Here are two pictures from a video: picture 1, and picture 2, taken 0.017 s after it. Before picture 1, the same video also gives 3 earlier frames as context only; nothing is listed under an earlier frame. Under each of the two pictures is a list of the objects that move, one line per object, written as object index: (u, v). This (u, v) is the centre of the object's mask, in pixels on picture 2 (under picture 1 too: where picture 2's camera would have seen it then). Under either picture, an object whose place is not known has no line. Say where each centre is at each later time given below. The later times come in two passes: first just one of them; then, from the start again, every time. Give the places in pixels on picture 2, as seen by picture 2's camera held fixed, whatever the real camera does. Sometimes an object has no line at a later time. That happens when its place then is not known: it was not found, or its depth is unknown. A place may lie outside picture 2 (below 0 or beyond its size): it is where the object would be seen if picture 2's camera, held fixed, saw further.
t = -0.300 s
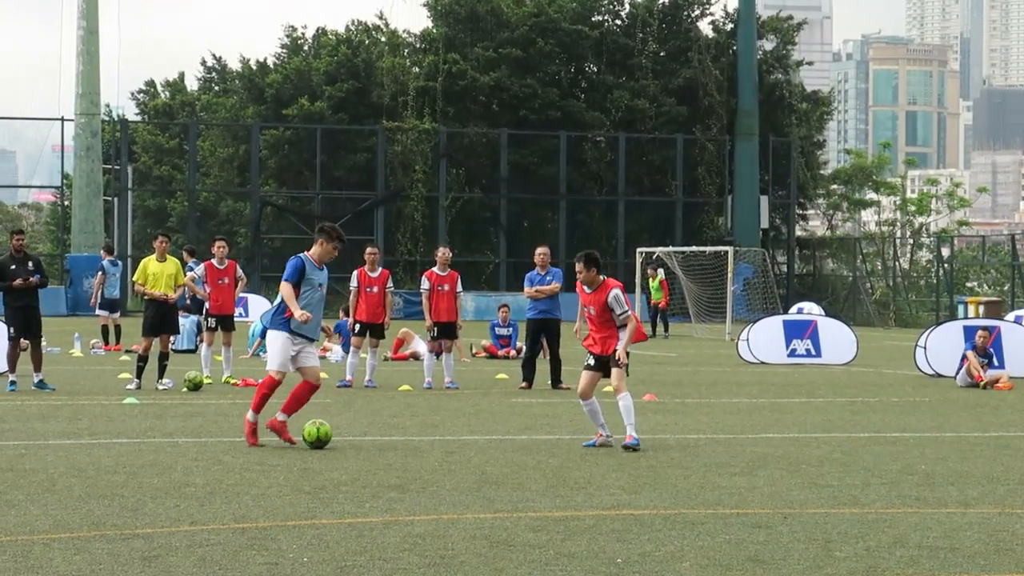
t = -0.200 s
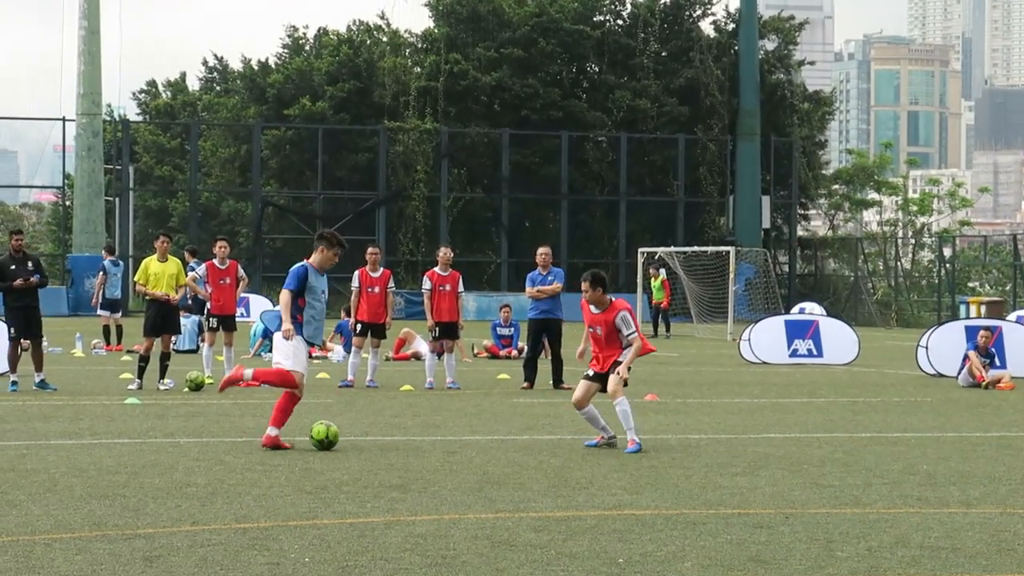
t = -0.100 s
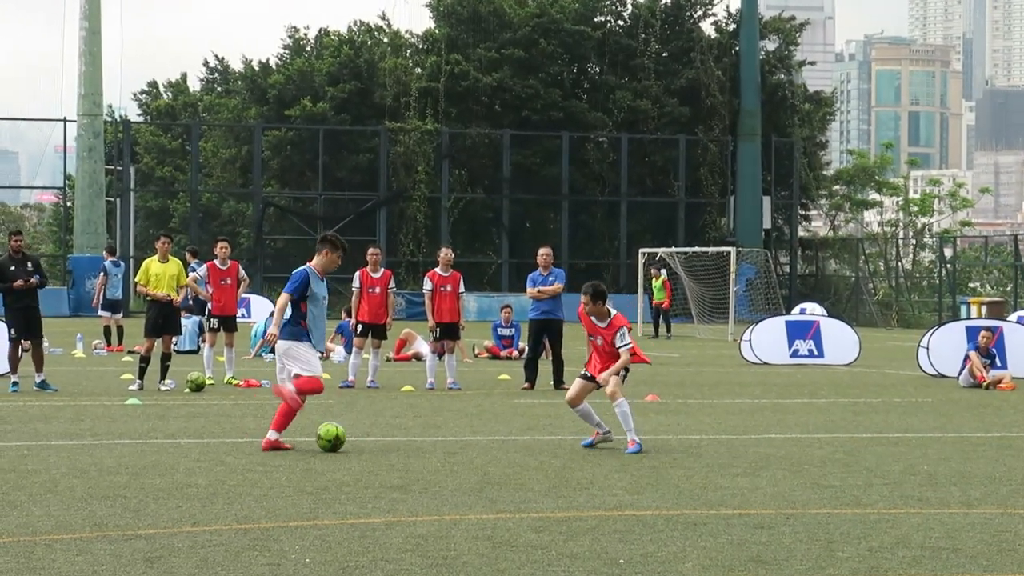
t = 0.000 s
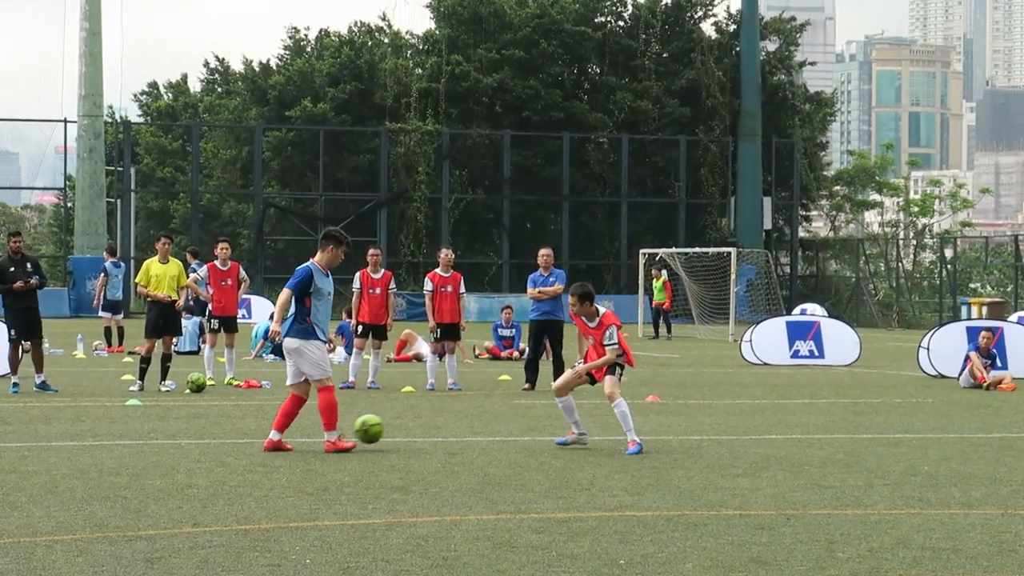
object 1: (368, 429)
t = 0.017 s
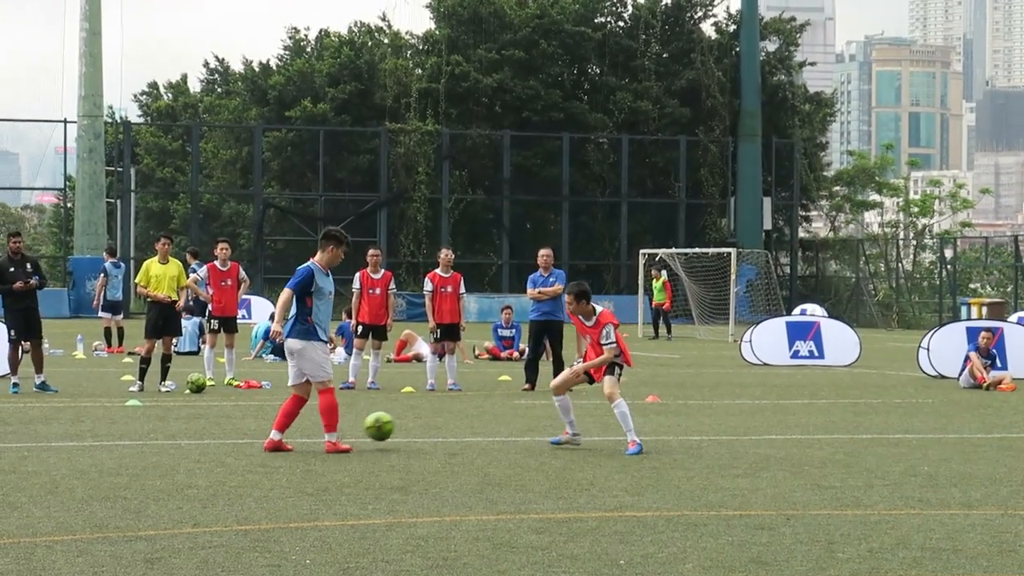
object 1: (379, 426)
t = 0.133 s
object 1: (447, 415)
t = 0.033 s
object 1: (389, 423)
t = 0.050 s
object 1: (399, 421)
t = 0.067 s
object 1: (408, 419)
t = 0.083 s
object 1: (419, 417)
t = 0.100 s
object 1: (428, 417)
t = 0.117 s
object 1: (437, 416)
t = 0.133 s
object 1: (447, 415)
